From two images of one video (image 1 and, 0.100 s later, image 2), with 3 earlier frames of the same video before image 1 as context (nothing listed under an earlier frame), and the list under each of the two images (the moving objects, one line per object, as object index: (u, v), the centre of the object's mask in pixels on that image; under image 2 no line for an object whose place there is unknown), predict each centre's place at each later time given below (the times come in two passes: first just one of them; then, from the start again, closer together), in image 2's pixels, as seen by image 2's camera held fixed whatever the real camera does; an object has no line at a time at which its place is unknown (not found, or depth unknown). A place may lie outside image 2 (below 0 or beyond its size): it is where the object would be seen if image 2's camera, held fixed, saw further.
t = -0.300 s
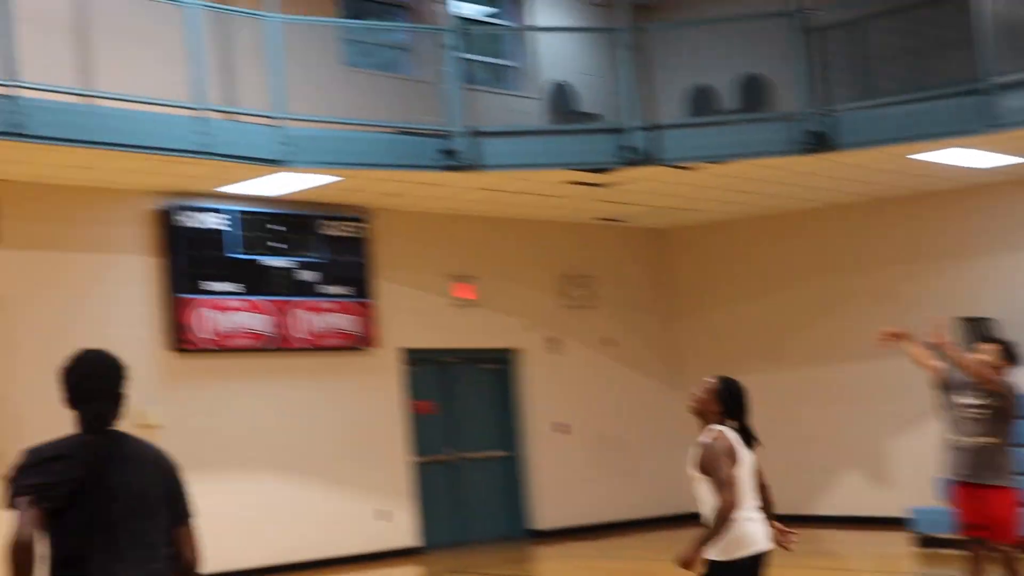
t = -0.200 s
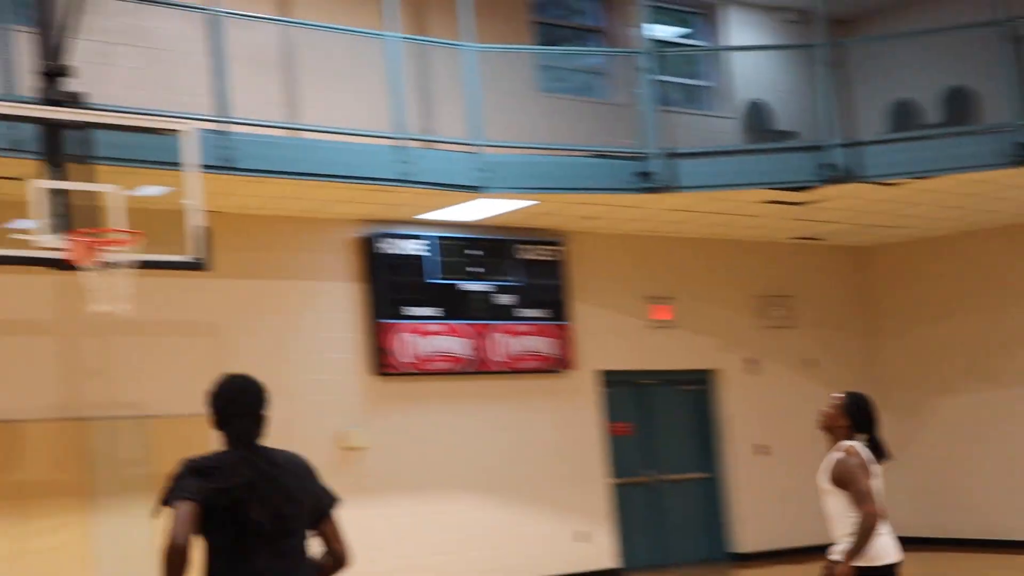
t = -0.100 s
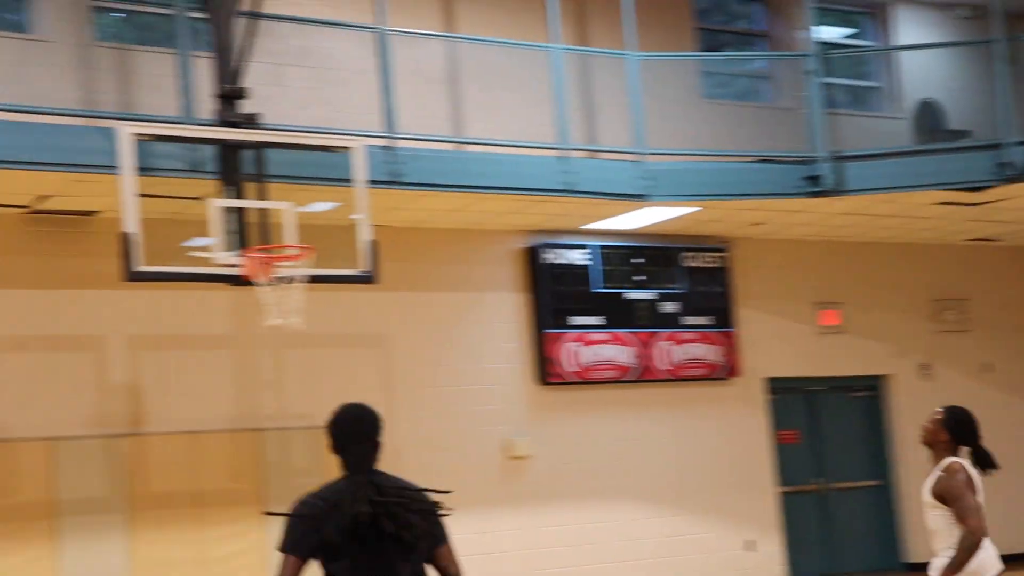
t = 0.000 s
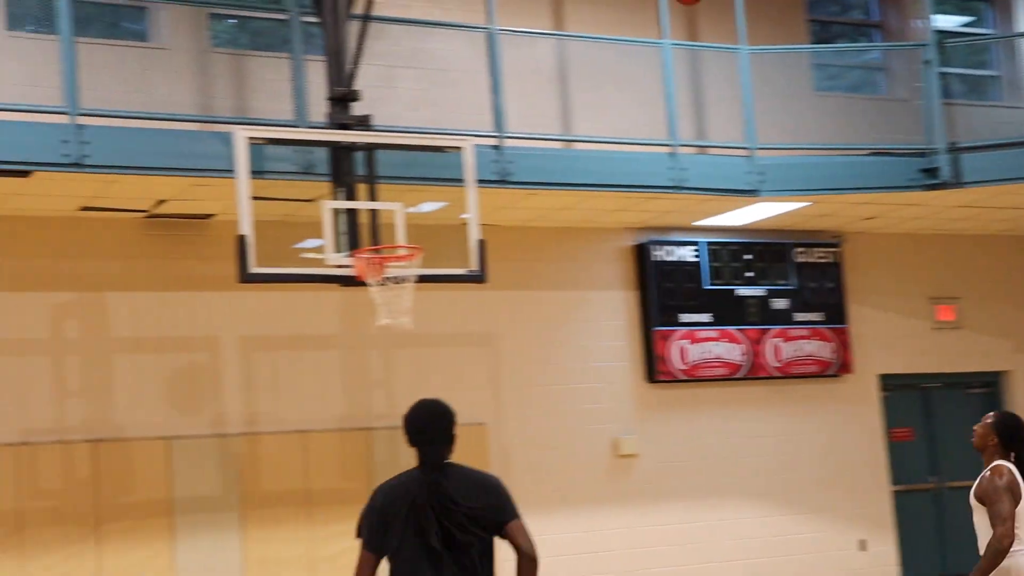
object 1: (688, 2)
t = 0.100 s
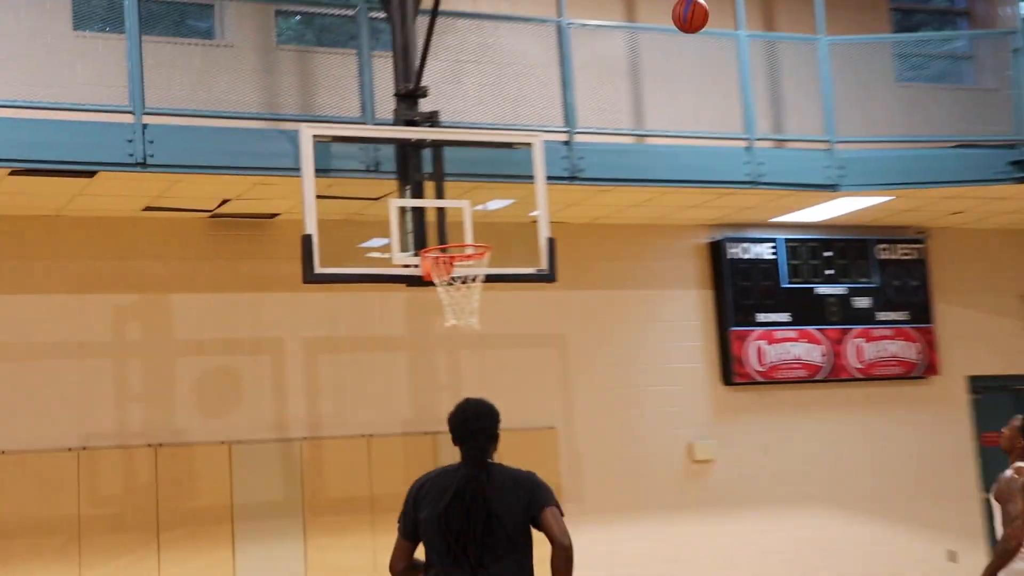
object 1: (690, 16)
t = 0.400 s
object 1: (491, 200)
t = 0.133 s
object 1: (665, 31)
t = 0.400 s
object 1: (491, 200)
